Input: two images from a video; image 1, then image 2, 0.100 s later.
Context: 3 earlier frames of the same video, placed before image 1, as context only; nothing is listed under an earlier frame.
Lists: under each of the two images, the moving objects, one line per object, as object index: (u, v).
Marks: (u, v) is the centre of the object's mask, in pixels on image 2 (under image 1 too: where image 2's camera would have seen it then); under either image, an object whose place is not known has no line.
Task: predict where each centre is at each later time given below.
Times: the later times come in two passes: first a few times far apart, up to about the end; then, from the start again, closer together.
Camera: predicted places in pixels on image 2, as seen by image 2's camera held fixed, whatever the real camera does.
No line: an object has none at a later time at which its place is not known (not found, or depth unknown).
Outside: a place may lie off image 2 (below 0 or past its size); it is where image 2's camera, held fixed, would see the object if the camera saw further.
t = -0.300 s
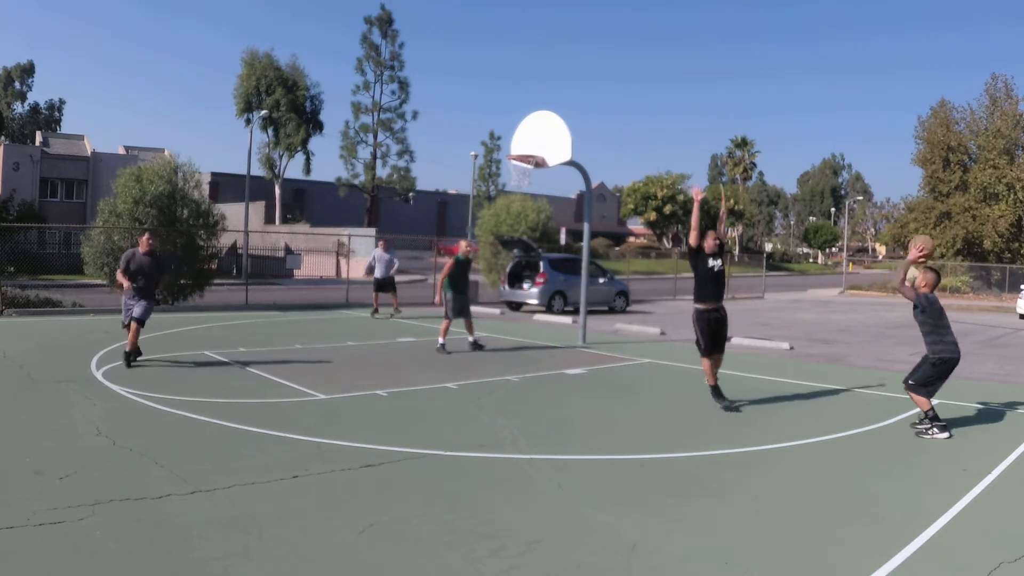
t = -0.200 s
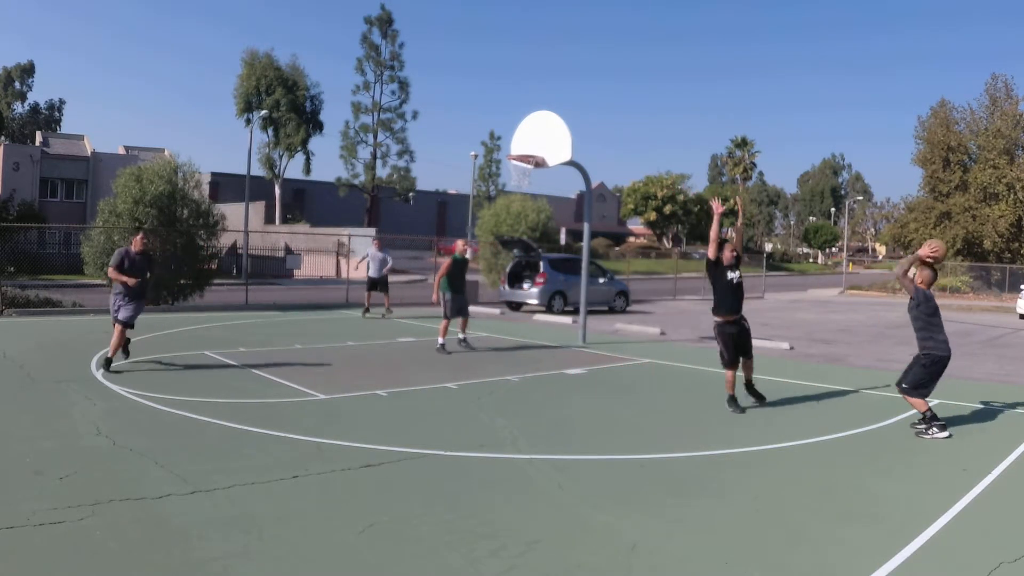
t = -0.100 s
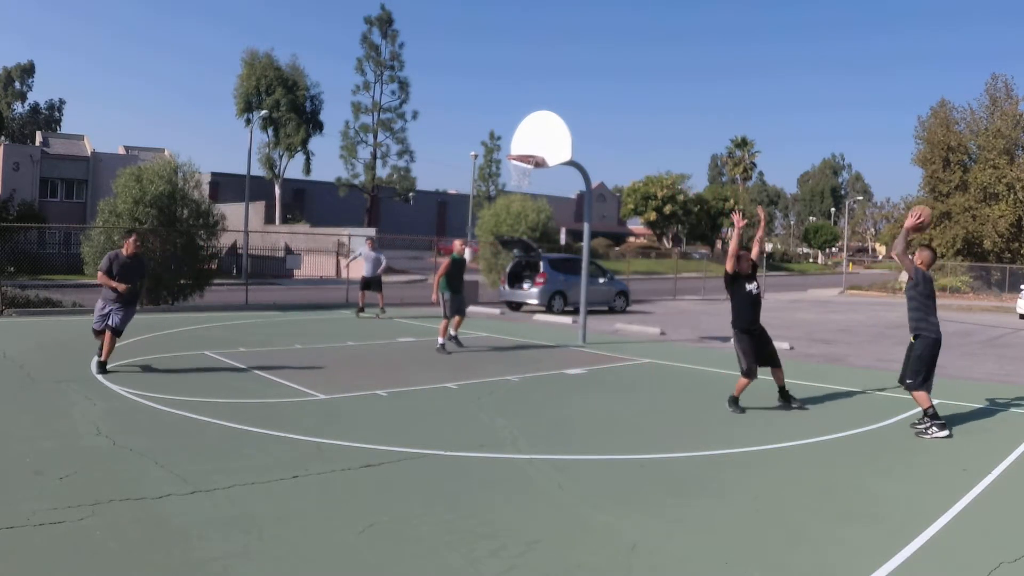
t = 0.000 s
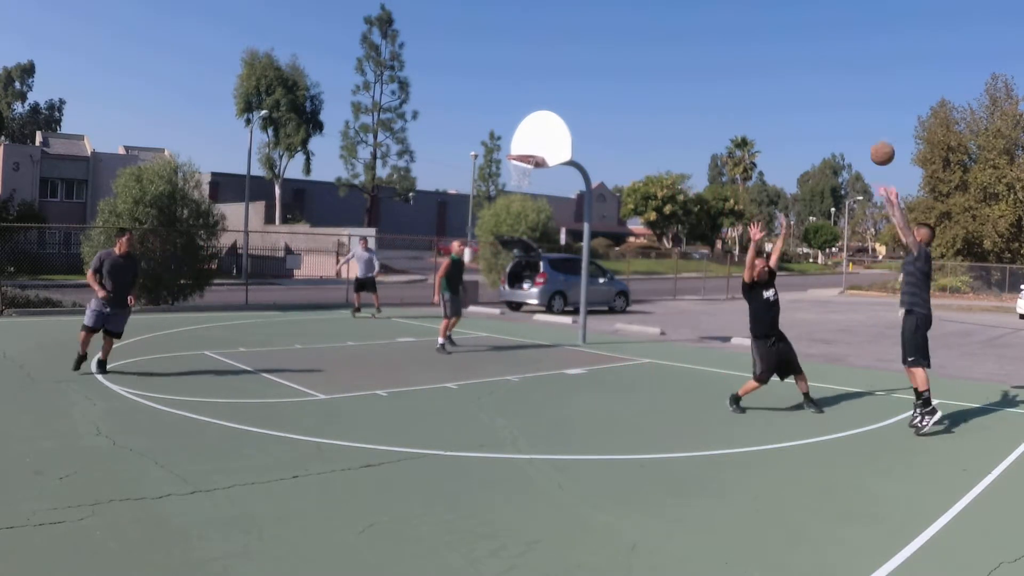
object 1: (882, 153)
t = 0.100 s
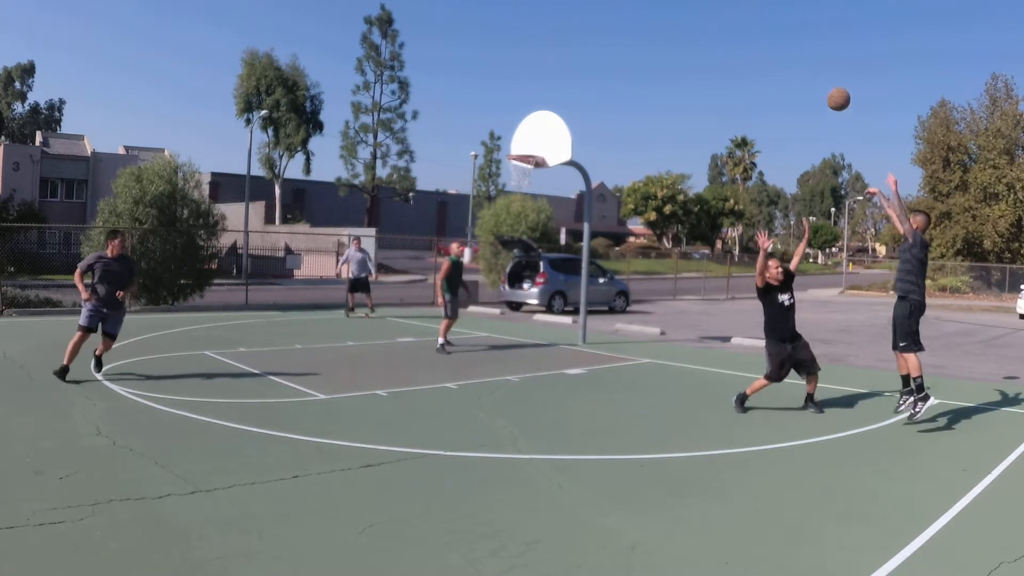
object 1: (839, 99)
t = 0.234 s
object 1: (785, 49)
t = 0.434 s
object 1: (716, 12)
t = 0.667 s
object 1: (649, 12)
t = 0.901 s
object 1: (591, 50)
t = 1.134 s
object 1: (540, 115)
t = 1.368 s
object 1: (512, 174)
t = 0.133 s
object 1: (825, 84)
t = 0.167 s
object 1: (811, 71)
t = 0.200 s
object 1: (798, 60)
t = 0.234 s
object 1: (785, 49)
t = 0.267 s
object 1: (773, 40)
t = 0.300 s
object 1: (761, 32)
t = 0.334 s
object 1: (749, 26)
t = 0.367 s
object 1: (738, 20)
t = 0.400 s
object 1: (727, 16)
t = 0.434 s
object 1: (716, 12)
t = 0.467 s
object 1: (705, 10)
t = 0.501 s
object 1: (695, 8)
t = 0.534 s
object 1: (685, 8)
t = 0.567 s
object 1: (676, 8)
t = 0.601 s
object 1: (666, 8)
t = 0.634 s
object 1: (657, 10)
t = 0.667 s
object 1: (649, 12)
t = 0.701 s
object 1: (639, 16)
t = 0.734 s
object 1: (631, 20)
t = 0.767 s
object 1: (623, 24)
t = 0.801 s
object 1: (615, 29)
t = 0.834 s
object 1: (607, 35)
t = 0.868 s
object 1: (599, 42)
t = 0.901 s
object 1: (591, 50)
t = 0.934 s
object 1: (583, 57)
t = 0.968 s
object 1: (576, 66)
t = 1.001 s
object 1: (569, 75)
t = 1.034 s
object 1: (562, 84)
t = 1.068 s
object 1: (554, 94)
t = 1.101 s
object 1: (547, 105)
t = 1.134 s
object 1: (540, 115)
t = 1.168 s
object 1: (533, 127)
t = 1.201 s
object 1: (527, 139)
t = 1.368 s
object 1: (512, 174)
